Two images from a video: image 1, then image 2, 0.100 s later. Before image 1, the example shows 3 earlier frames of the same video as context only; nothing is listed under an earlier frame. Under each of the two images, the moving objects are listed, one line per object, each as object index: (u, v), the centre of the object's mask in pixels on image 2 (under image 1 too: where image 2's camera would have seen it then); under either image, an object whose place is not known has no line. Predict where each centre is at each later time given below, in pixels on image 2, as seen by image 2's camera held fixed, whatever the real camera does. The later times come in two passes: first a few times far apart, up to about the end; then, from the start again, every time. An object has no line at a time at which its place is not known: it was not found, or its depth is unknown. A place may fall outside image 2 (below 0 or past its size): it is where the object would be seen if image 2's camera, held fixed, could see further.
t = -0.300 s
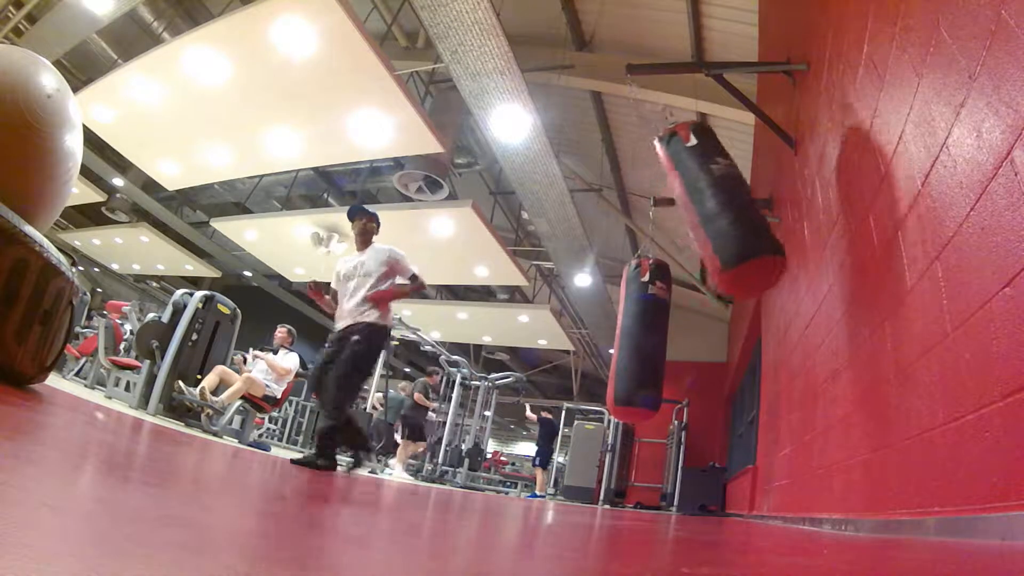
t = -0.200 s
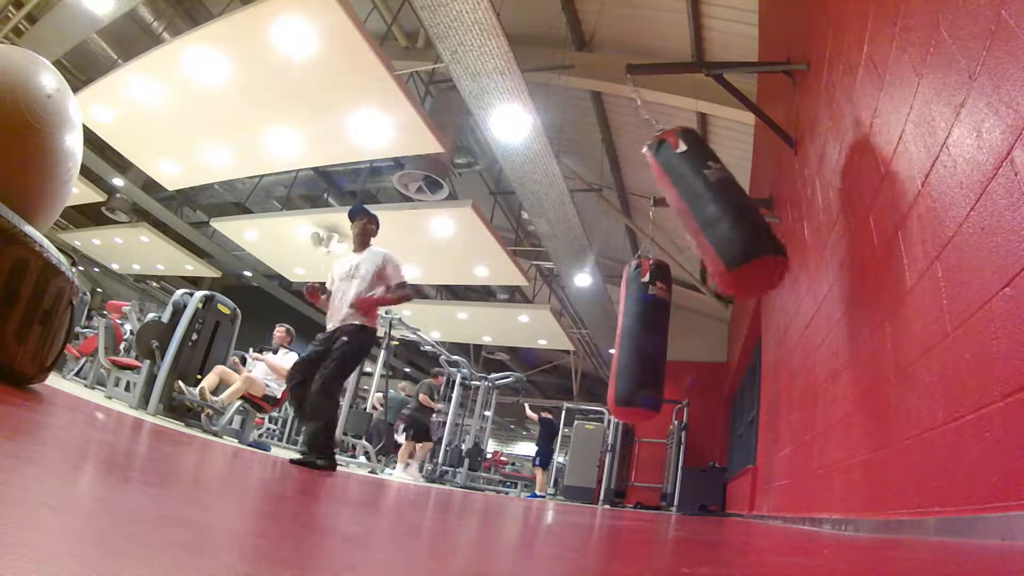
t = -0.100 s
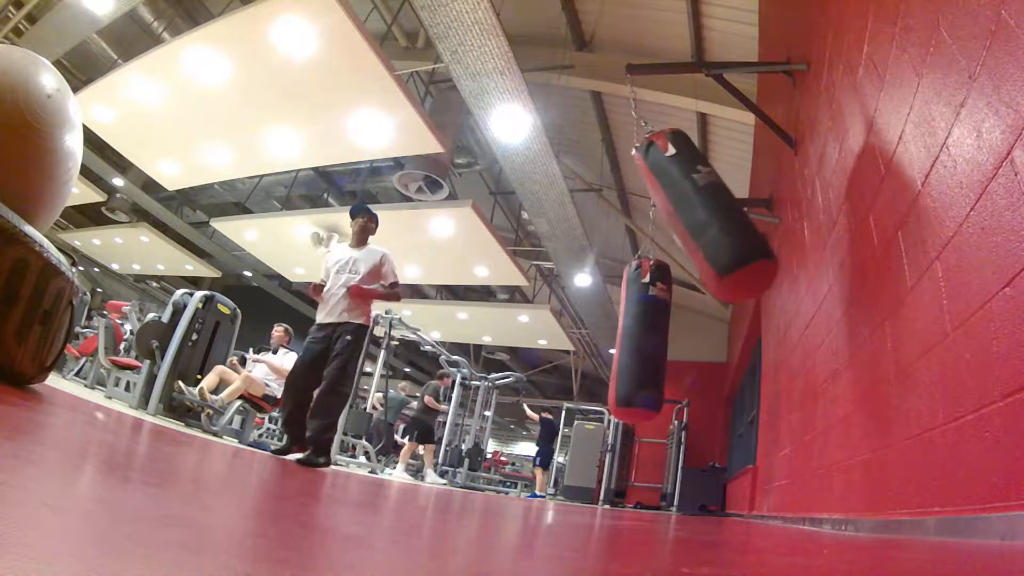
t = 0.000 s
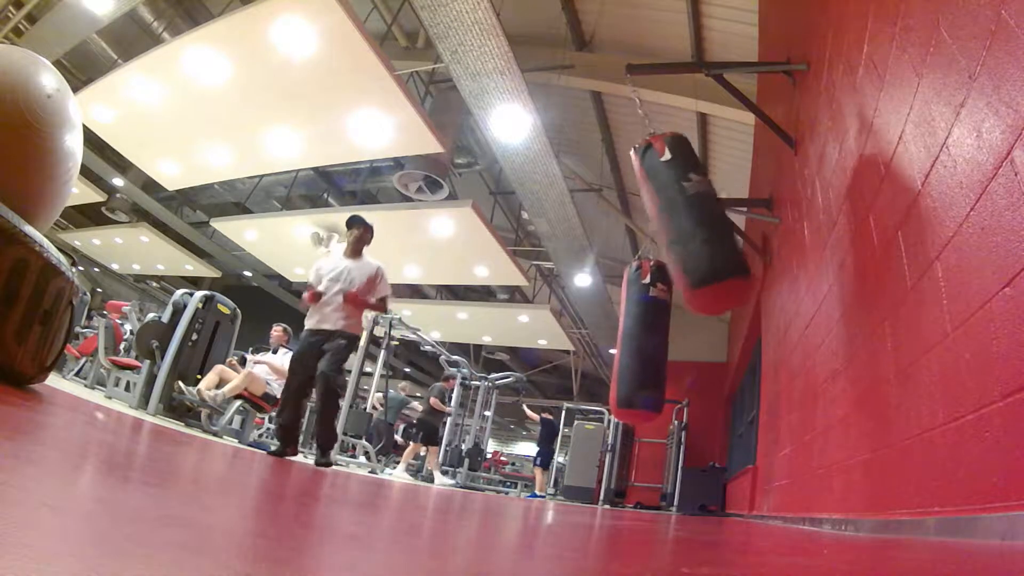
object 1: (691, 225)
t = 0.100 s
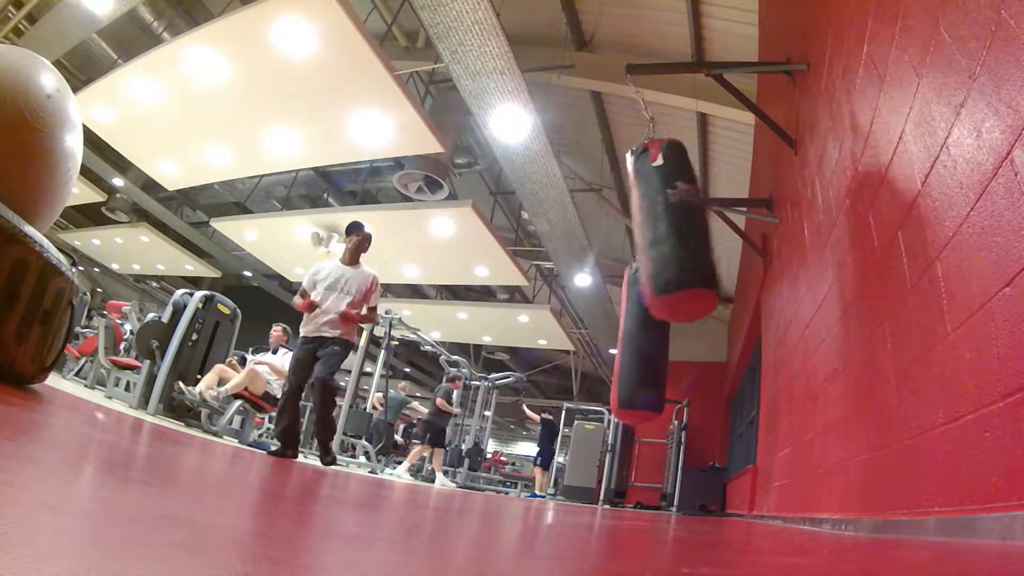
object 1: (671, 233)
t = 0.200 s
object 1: (645, 239)
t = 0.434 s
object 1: (587, 244)
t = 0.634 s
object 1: (549, 240)
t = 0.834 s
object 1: (532, 234)
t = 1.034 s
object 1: (532, 233)
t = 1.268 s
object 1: (556, 238)
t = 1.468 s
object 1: (599, 237)
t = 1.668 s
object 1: (652, 233)
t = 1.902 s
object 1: (701, 218)
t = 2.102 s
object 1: (718, 216)
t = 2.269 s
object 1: (710, 218)
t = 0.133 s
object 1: (663, 235)
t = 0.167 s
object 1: (654, 238)
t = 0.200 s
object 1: (645, 239)
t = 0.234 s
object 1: (636, 241)
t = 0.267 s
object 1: (627, 242)
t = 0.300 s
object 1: (618, 242)
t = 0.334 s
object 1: (610, 242)
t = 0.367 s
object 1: (601, 242)
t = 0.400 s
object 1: (594, 243)
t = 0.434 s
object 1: (587, 244)
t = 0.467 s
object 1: (580, 244)
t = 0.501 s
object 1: (573, 243)
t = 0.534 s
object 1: (566, 242)
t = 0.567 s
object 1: (560, 241)
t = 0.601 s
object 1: (554, 241)
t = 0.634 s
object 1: (549, 240)
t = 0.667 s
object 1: (545, 237)
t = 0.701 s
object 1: (541, 236)
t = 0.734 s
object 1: (538, 235)
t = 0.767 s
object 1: (535, 234)
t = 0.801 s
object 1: (533, 234)
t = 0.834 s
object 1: (532, 234)
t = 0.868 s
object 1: (531, 233)
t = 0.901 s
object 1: (530, 233)
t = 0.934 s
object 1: (530, 233)
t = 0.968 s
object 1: (530, 233)
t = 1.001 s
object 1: (531, 233)
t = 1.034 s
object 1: (532, 233)
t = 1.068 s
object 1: (533, 233)
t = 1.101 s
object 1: (536, 233)
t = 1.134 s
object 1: (539, 233)
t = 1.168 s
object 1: (542, 235)
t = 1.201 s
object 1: (546, 236)
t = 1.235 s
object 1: (551, 237)
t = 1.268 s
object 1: (556, 238)
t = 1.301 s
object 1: (562, 239)
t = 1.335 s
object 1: (569, 239)
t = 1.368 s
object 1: (576, 240)
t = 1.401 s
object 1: (583, 238)
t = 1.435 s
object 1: (591, 239)
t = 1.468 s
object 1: (599, 237)
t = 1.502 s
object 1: (607, 238)
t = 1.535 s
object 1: (616, 236)
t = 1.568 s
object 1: (626, 236)
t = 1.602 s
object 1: (634, 236)
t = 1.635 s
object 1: (643, 235)
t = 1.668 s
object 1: (652, 233)
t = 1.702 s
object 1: (661, 232)
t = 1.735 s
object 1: (669, 230)
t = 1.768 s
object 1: (676, 228)
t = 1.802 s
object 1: (683, 225)
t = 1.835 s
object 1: (689, 222)
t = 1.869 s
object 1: (695, 220)
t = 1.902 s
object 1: (701, 218)
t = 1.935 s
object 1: (706, 217)
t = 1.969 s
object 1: (710, 217)
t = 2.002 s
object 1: (713, 216)
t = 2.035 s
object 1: (716, 216)
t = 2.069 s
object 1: (717, 216)
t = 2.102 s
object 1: (718, 216)
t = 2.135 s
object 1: (718, 216)
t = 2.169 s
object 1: (717, 216)
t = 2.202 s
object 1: (715, 217)
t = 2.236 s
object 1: (713, 217)
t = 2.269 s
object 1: (710, 218)
